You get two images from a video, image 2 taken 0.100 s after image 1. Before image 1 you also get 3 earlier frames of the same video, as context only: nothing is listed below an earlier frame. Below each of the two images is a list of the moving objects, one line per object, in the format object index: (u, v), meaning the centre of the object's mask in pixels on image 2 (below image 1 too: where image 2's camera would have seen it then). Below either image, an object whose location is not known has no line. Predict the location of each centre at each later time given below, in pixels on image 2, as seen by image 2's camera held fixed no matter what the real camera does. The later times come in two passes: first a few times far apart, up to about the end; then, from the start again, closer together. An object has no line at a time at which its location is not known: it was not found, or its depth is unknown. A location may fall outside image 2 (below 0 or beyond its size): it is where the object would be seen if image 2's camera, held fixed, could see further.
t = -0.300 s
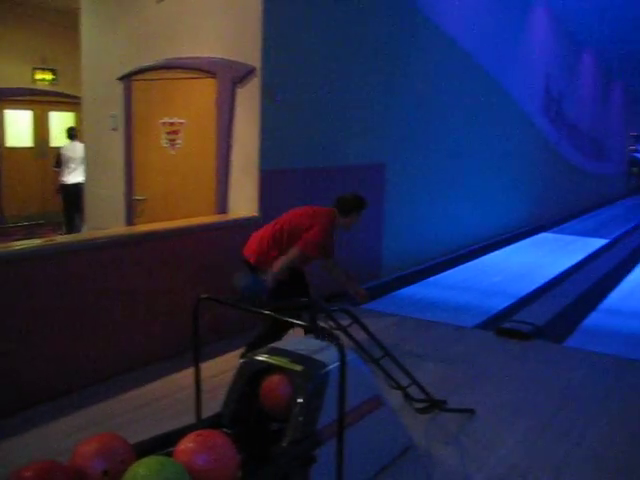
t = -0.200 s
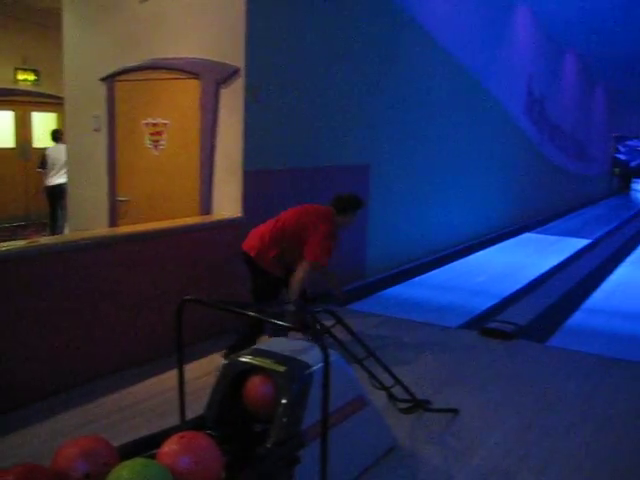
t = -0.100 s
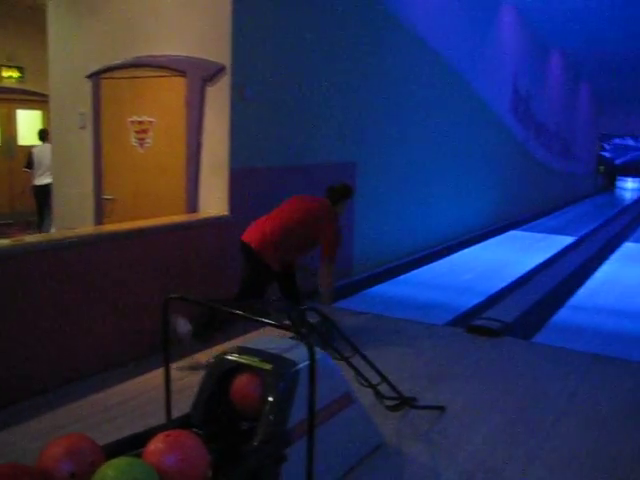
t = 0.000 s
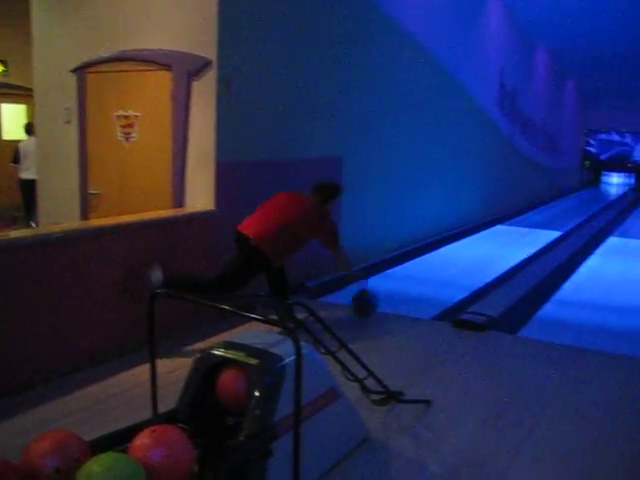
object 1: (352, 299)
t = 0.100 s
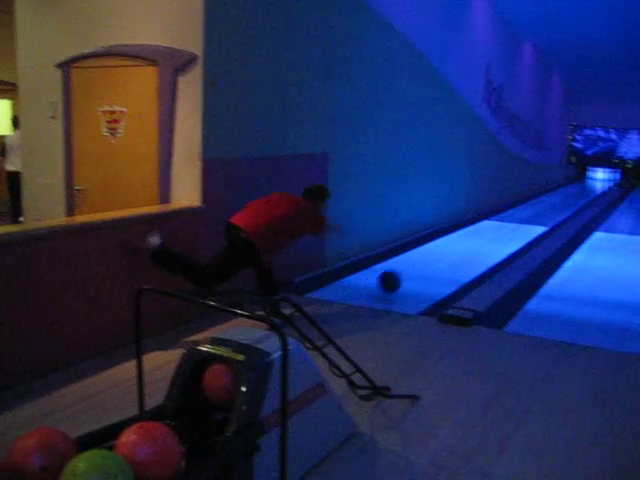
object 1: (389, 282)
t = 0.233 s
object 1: (429, 266)
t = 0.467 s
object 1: (477, 243)
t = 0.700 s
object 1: (509, 227)
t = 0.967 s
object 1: (533, 216)
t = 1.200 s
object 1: (549, 207)
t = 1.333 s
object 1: (557, 203)
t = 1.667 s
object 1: (572, 194)
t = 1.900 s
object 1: (582, 187)
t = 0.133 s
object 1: (401, 278)
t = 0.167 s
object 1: (411, 276)
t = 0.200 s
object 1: (420, 271)
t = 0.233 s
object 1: (429, 266)
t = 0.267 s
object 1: (437, 263)
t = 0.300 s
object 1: (445, 259)
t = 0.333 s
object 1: (452, 255)
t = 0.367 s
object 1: (459, 252)
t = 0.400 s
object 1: (465, 249)
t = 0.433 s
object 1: (471, 246)
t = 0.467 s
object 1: (477, 243)
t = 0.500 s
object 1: (482, 240)
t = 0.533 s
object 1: (488, 237)
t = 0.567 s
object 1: (492, 235)
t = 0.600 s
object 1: (497, 233)
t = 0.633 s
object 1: (501, 231)
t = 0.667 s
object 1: (505, 229)
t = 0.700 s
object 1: (509, 227)
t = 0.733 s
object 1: (512, 226)
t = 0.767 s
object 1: (516, 225)
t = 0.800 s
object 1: (519, 223)
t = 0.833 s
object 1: (522, 220)
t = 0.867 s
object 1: (525, 218)
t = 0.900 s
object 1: (527, 219)
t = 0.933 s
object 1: (531, 218)
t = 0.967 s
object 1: (533, 216)
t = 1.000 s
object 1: (536, 215)
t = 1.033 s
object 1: (539, 213)
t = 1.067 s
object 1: (540, 212)
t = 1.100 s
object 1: (544, 210)
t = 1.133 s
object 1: (546, 209)
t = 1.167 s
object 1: (548, 208)
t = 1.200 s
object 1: (549, 207)
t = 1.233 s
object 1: (552, 206)
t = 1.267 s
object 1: (554, 205)
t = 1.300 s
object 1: (556, 204)
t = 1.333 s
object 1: (557, 203)
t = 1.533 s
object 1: (567, 197)
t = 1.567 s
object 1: (568, 197)
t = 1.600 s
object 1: (569, 196)
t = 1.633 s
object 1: (571, 195)
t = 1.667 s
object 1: (572, 194)
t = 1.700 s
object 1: (575, 193)
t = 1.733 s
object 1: (577, 192)
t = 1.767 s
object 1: (576, 192)
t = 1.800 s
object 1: (580, 190)
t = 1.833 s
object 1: (579, 189)
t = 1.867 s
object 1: (581, 188)
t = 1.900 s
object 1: (582, 187)
